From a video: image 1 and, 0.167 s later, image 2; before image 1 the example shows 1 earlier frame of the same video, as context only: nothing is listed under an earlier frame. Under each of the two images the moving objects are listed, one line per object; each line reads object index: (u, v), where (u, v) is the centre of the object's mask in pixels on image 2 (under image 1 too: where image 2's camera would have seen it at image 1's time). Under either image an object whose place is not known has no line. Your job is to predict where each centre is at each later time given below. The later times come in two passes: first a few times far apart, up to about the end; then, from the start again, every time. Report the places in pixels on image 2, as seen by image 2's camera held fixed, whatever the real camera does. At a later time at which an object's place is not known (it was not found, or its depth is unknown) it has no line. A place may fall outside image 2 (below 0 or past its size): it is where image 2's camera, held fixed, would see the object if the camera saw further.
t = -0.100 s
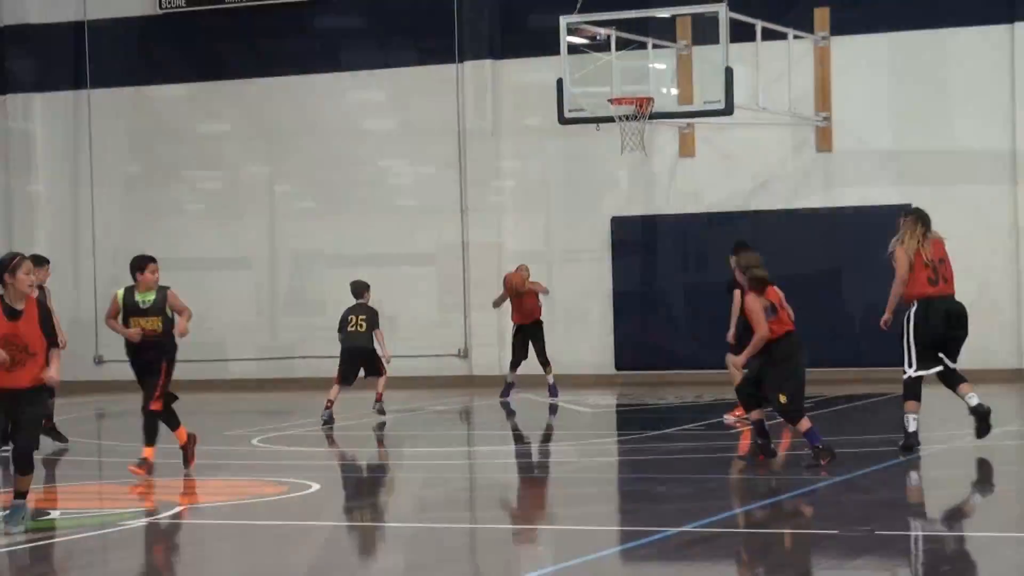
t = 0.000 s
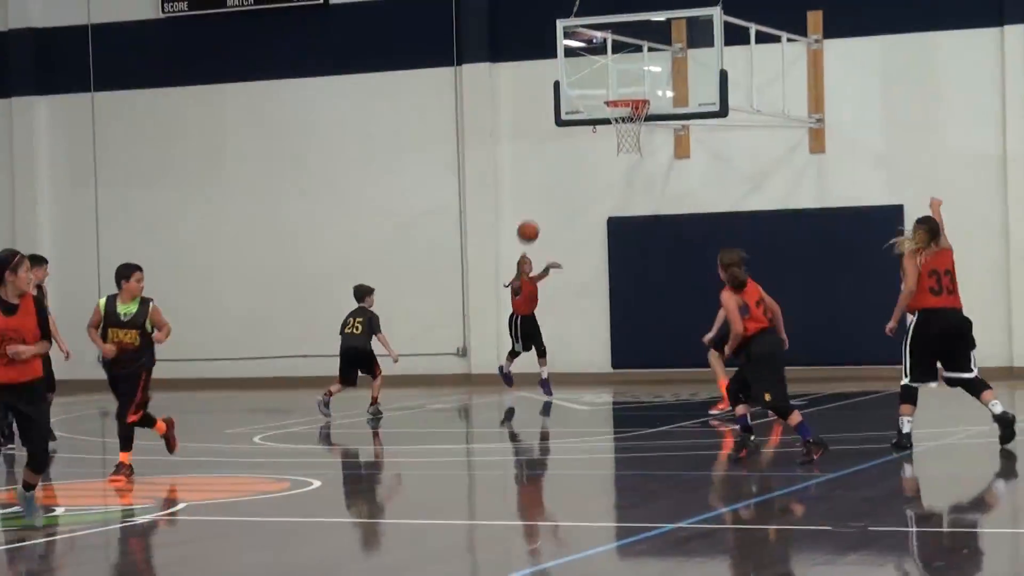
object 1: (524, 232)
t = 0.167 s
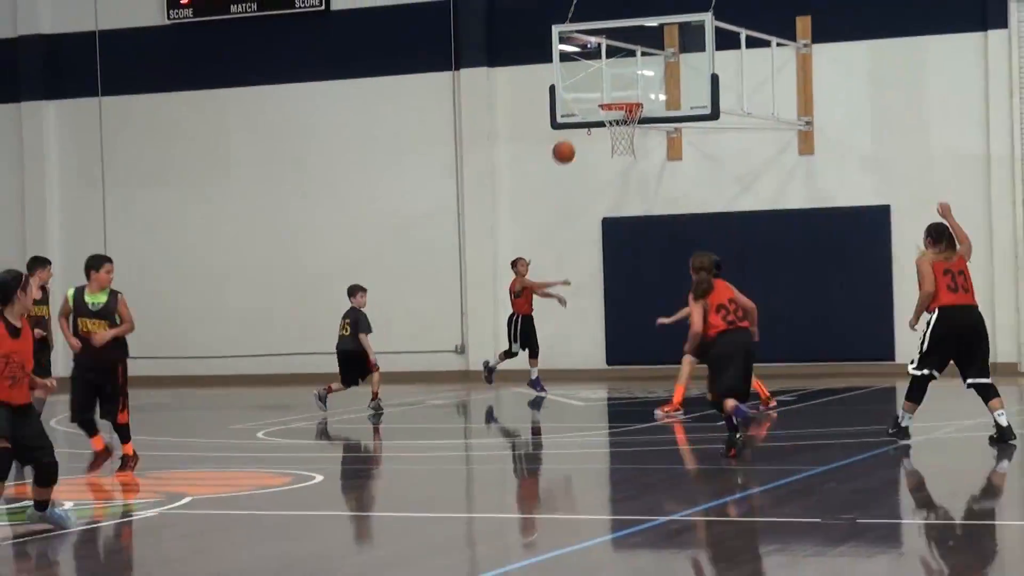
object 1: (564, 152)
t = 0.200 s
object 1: (572, 139)
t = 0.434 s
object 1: (635, 69)
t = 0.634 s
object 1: (699, 48)
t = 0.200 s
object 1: (572, 139)
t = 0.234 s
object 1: (580, 126)
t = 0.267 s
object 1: (589, 114)
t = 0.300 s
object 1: (598, 103)
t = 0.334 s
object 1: (607, 93)
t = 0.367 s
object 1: (616, 84)
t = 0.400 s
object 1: (626, 76)
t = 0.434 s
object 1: (635, 69)
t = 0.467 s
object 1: (645, 63)
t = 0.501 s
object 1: (655, 57)
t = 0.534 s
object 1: (666, 53)
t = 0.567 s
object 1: (677, 51)
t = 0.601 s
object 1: (688, 49)
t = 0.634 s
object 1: (699, 48)
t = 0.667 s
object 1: (711, 49)
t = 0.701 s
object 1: (723, 51)
